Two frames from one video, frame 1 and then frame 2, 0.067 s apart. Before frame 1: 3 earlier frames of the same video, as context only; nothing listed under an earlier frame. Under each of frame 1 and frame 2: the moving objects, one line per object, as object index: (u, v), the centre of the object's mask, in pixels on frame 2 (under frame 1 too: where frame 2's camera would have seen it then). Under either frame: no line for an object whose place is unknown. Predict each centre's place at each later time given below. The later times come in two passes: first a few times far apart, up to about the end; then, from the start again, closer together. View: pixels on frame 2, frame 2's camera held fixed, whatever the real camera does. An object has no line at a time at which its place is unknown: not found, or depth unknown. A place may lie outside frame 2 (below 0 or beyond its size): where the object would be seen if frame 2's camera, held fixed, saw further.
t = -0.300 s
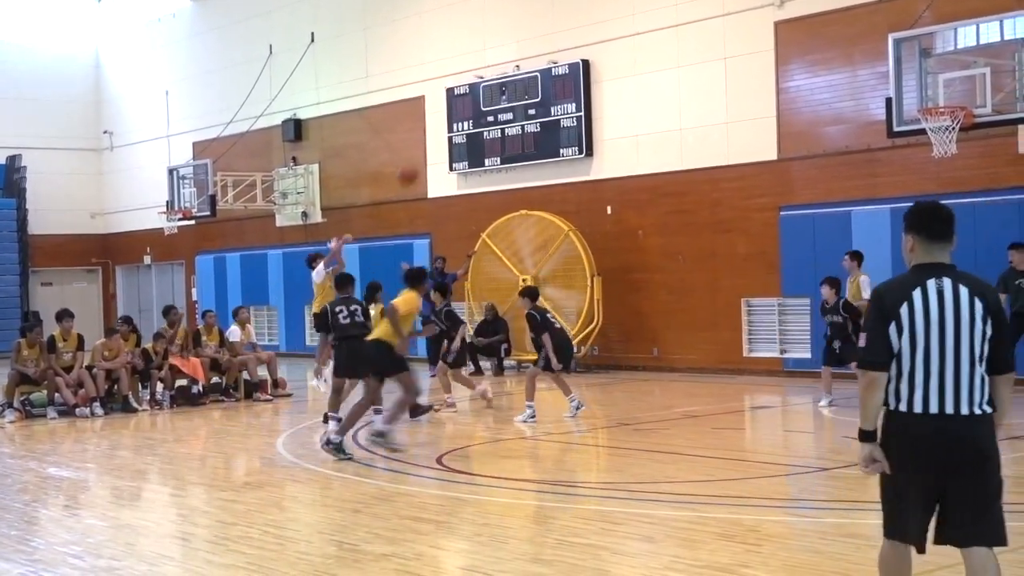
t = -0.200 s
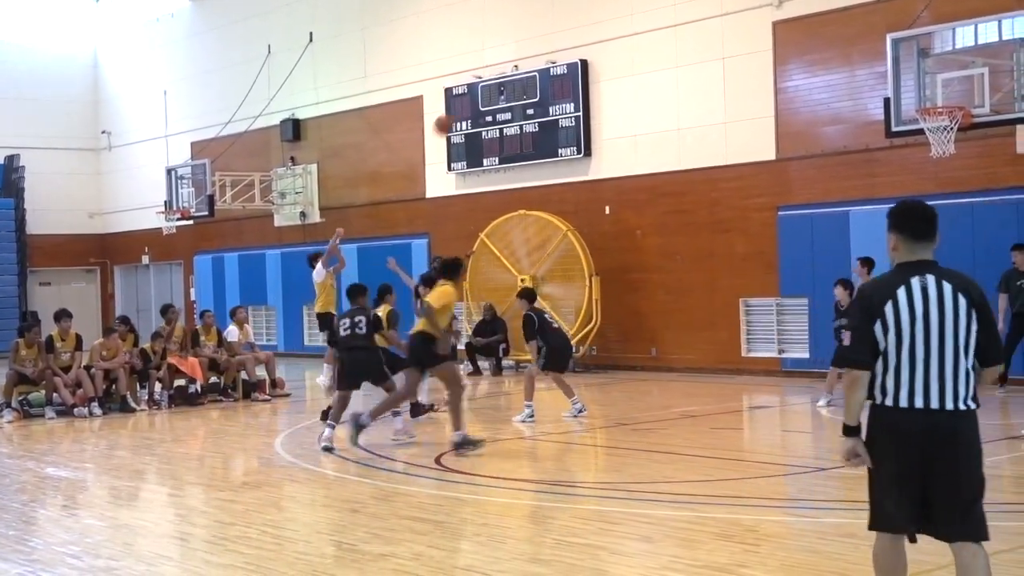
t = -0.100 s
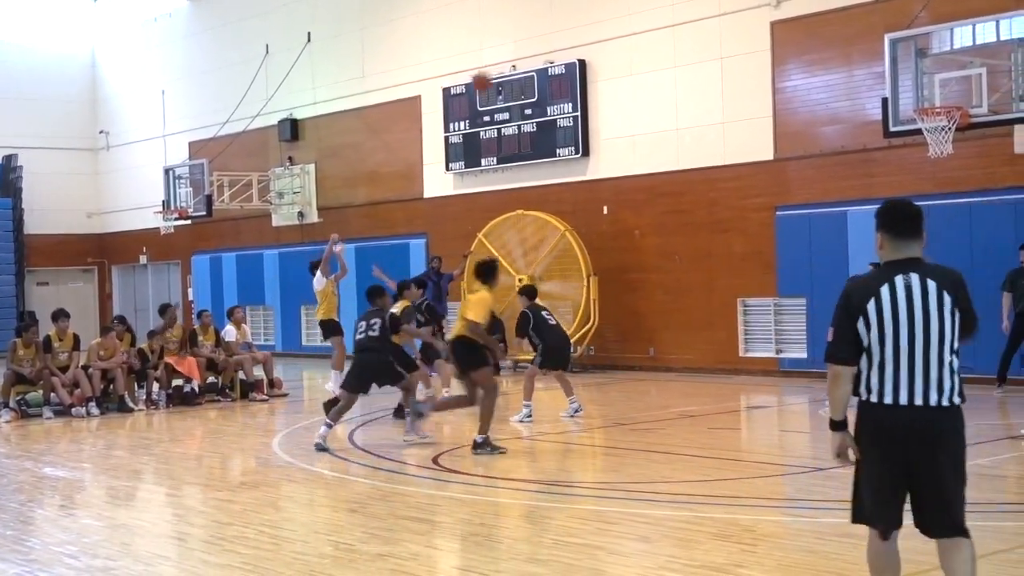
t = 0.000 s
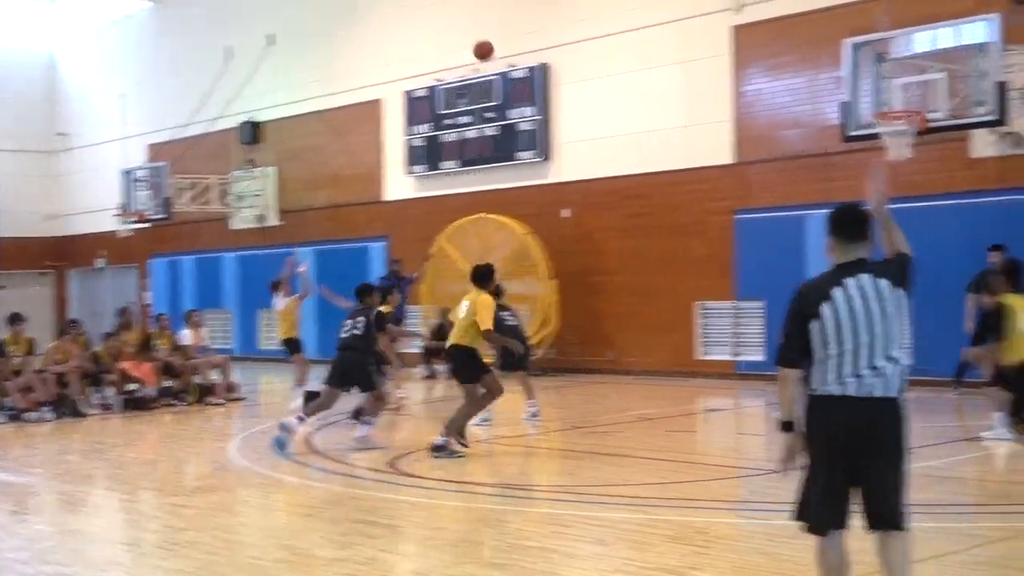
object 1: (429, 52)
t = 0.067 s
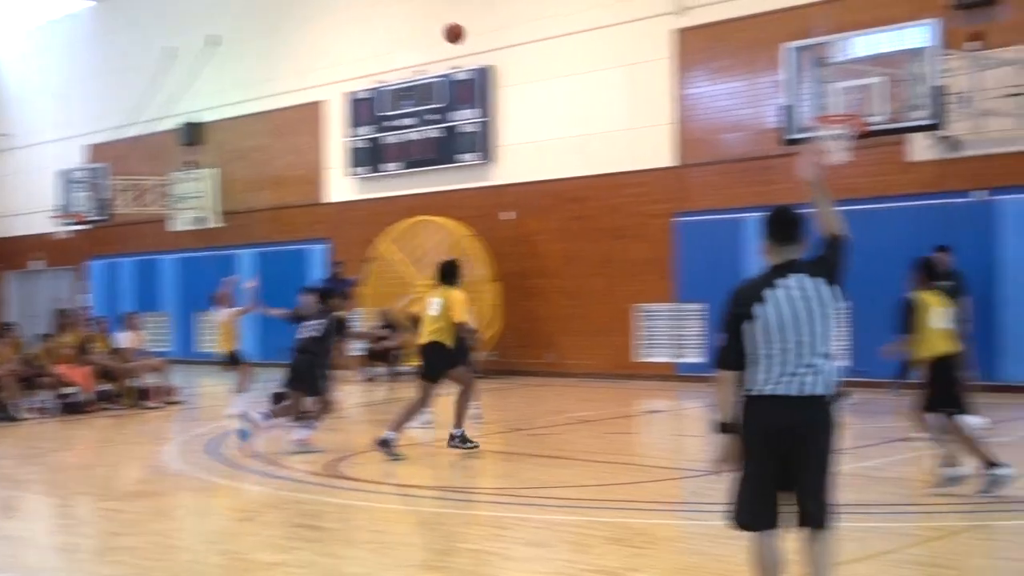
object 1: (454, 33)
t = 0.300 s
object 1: (545, -1)
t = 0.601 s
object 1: (677, 20)
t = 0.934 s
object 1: (777, 104)
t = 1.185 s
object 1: (674, 100)
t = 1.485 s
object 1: (553, 175)
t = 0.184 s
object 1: (498, 10)
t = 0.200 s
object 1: (504, 7)
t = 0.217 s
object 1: (511, 5)
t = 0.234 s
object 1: (518, 3)
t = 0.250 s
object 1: (524, 2)
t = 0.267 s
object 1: (531, 1)
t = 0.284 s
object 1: (538, 0)
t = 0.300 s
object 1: (545, -1)
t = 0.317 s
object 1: (552, -2)
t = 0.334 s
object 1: (560, -3)
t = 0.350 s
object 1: (567, -4)
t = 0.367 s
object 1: (574, -4)
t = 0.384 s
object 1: (581, -4)
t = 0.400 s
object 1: (588, -4)
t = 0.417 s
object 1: (596, -4)
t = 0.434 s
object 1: (603, -3)
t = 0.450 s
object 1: (610, -2)
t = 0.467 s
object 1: (618, 0)
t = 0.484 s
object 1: (625, 1)
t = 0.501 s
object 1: (632, 3)
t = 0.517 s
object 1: (640, 5)
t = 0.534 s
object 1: (647, 8)
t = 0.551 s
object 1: (654, 11)
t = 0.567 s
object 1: (662, 14)
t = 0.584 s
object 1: (669, 16)
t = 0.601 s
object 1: (677, 20)
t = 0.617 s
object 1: (684, 23)
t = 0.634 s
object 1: (692, 28)
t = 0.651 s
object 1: (700, 34)
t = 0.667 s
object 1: (708, 39)
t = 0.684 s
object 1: (715, 44)
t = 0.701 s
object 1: (723, 48)
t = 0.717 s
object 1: (731, 54)
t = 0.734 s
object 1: (739, 59)
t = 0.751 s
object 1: (746, 65)
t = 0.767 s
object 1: (755, 70)
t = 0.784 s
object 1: (763, 77)
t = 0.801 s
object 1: (771, 84)
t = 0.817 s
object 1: (779, 90)
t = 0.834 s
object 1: (786, 98)
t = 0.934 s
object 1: (777, 104)
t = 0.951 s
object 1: (770, 102)
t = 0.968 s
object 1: (763, 100)
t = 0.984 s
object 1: (757, 98)
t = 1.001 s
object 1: (750, 97)
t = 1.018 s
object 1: (743, 96)
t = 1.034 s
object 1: (736, 95)
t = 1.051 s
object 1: (729, 94)
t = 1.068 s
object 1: (722, 95)
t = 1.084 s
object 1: (716, 94)
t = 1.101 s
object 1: (709, 95)
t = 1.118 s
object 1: (702, 95)
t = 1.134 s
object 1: (695, 96)
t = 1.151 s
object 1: (688, 97)
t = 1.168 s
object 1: (682, 99)
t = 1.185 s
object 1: (674, 100)
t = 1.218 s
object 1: (660, 104)
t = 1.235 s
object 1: (654, 106)
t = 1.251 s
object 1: (647, 109)
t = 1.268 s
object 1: (640, 112)
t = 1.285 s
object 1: (634, 115)
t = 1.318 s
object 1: (620, 123)
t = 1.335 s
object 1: (613, 127)
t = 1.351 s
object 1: (607, 131)
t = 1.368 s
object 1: (600, 135)
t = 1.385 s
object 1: (593, 140)
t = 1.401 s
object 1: (586, 145)
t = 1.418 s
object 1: (580, 150)
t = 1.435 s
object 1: (573, 156)
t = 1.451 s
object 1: (566, 162)
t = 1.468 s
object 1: (559, 168)
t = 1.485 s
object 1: (553, 175)
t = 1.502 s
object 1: (546, 181)
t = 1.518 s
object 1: (540, 188)
